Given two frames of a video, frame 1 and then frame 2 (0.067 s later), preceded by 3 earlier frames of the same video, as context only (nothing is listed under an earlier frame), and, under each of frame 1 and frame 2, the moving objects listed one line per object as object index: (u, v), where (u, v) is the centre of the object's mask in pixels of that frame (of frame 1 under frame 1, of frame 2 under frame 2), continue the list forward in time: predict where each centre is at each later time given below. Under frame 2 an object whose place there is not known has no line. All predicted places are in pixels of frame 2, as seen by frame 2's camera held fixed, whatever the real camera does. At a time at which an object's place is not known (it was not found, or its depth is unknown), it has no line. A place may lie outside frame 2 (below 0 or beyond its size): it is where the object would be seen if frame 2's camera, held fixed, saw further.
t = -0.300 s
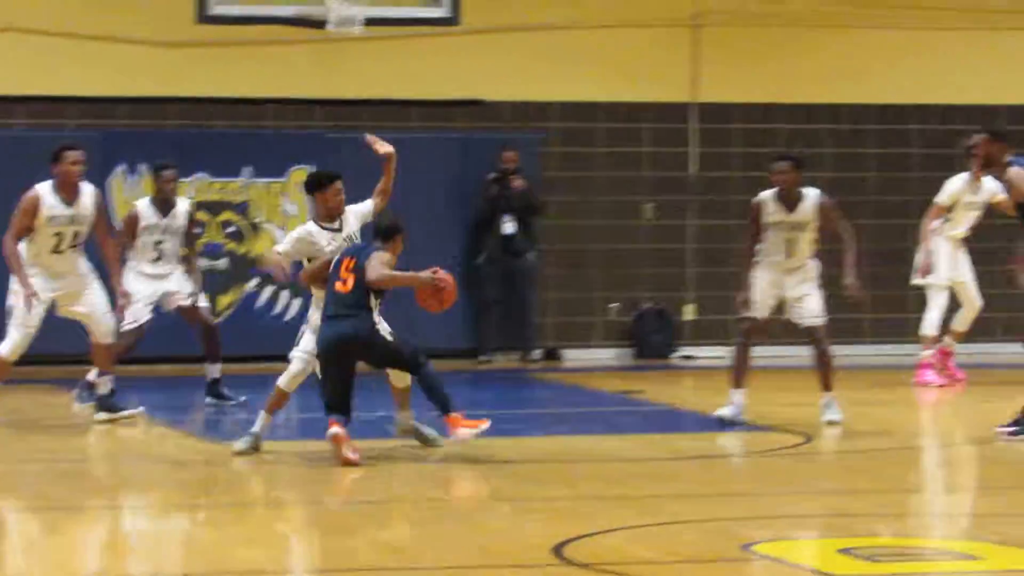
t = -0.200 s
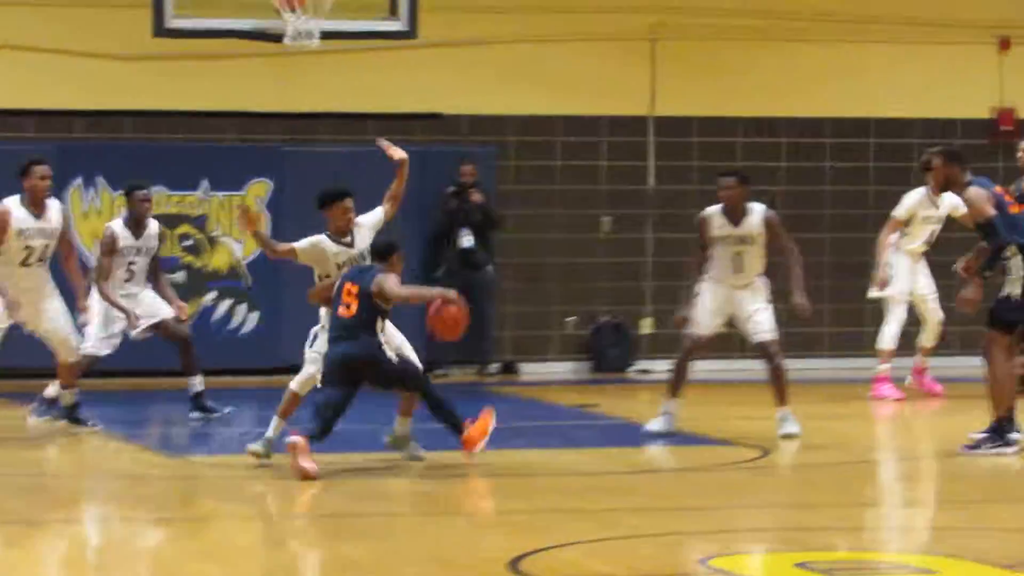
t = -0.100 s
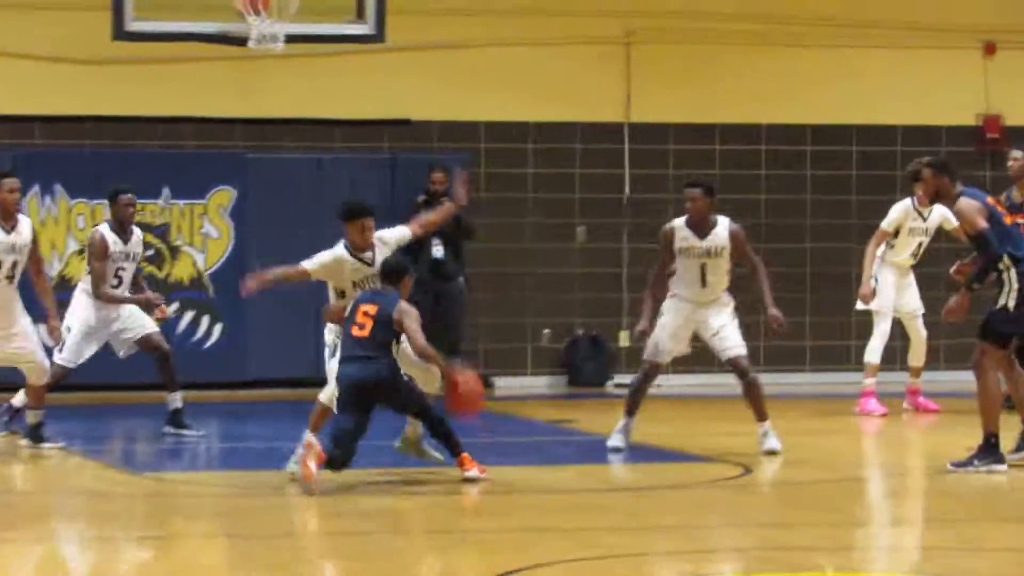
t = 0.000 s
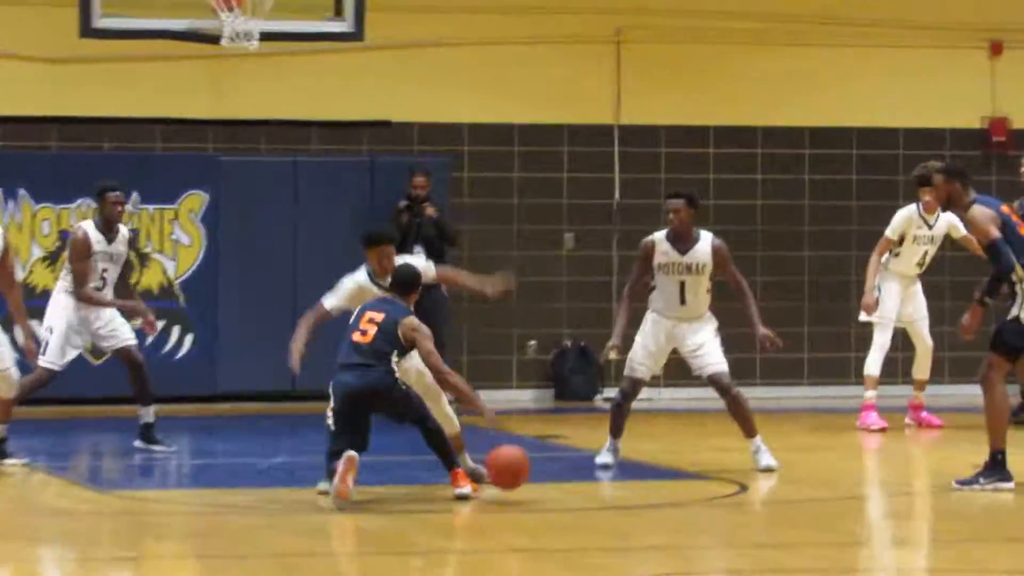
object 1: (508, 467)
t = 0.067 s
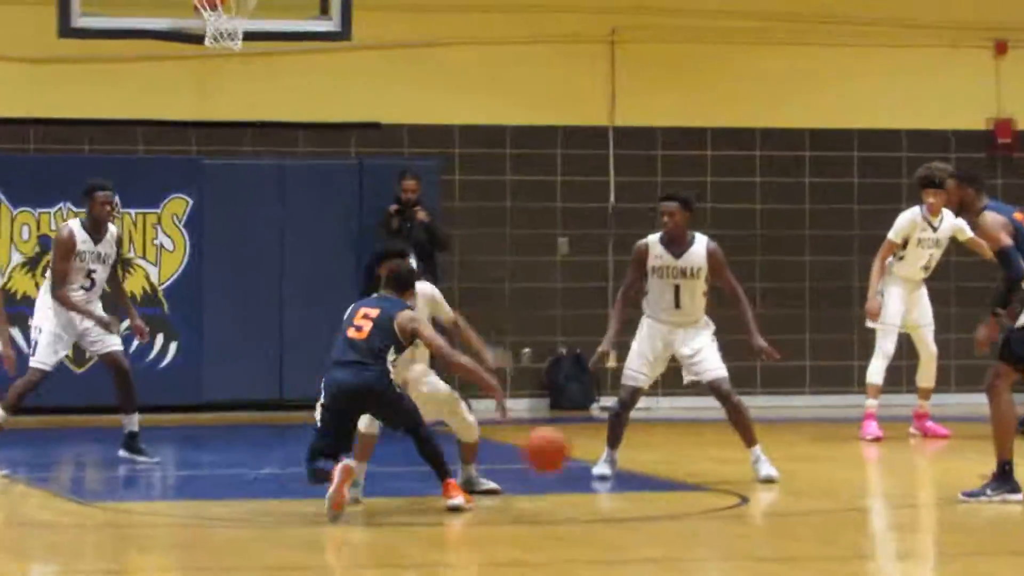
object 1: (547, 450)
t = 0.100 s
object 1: (567, 440)
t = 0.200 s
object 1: (635, 416)
